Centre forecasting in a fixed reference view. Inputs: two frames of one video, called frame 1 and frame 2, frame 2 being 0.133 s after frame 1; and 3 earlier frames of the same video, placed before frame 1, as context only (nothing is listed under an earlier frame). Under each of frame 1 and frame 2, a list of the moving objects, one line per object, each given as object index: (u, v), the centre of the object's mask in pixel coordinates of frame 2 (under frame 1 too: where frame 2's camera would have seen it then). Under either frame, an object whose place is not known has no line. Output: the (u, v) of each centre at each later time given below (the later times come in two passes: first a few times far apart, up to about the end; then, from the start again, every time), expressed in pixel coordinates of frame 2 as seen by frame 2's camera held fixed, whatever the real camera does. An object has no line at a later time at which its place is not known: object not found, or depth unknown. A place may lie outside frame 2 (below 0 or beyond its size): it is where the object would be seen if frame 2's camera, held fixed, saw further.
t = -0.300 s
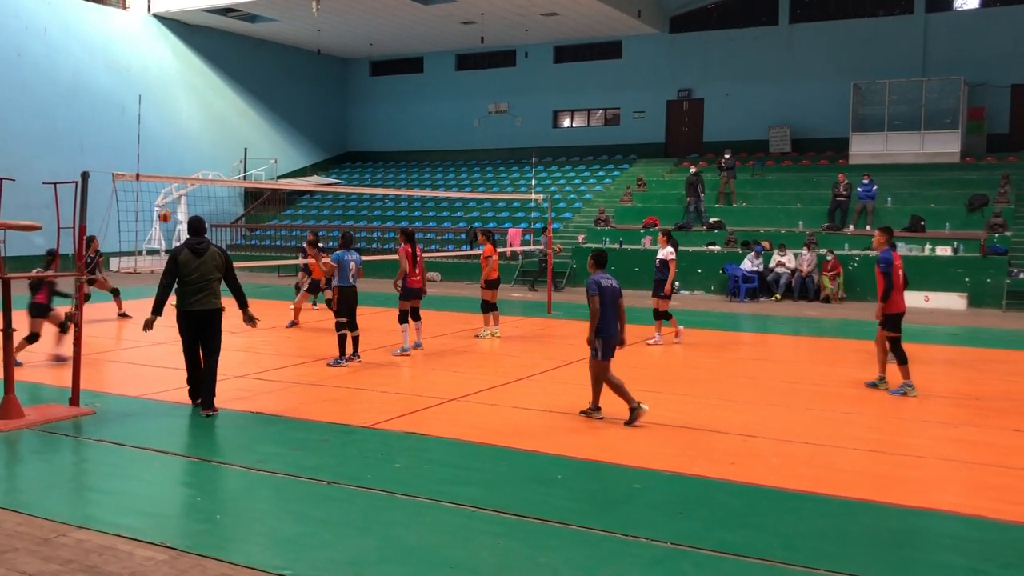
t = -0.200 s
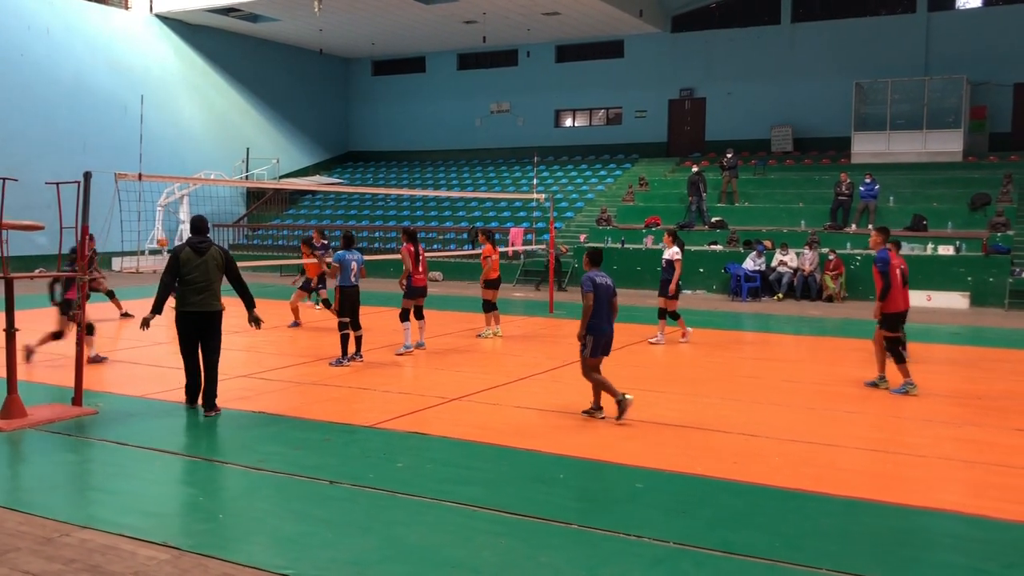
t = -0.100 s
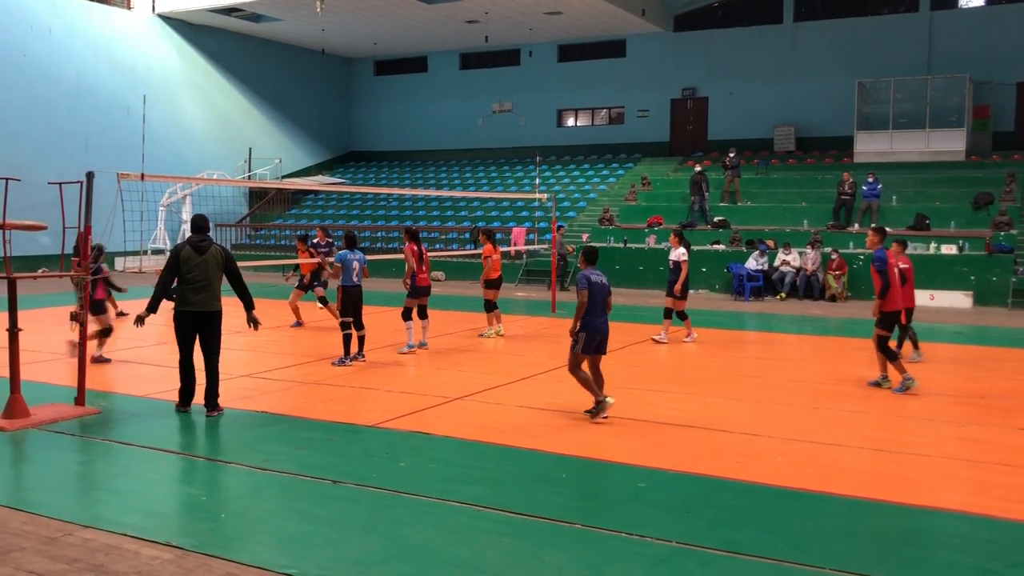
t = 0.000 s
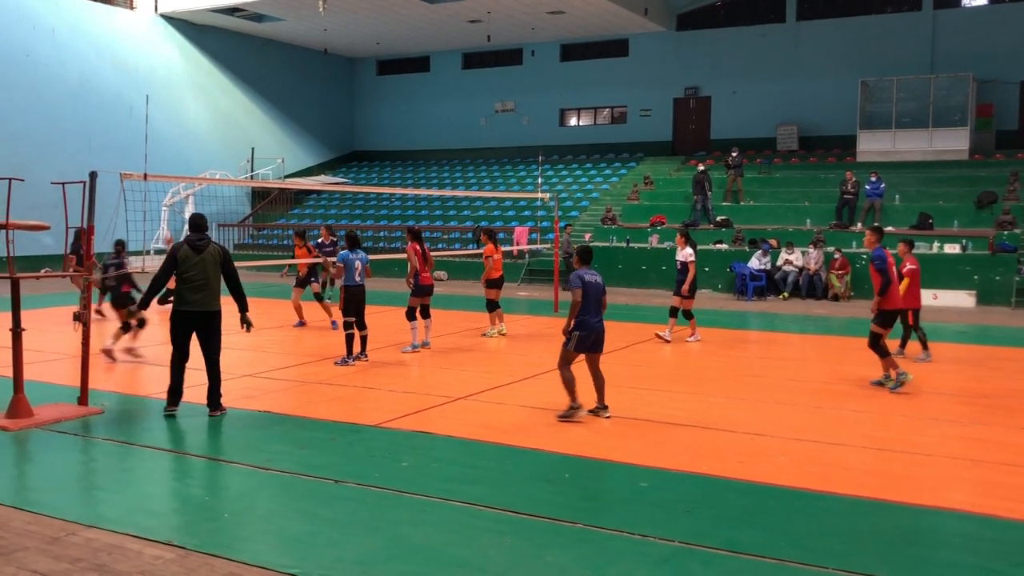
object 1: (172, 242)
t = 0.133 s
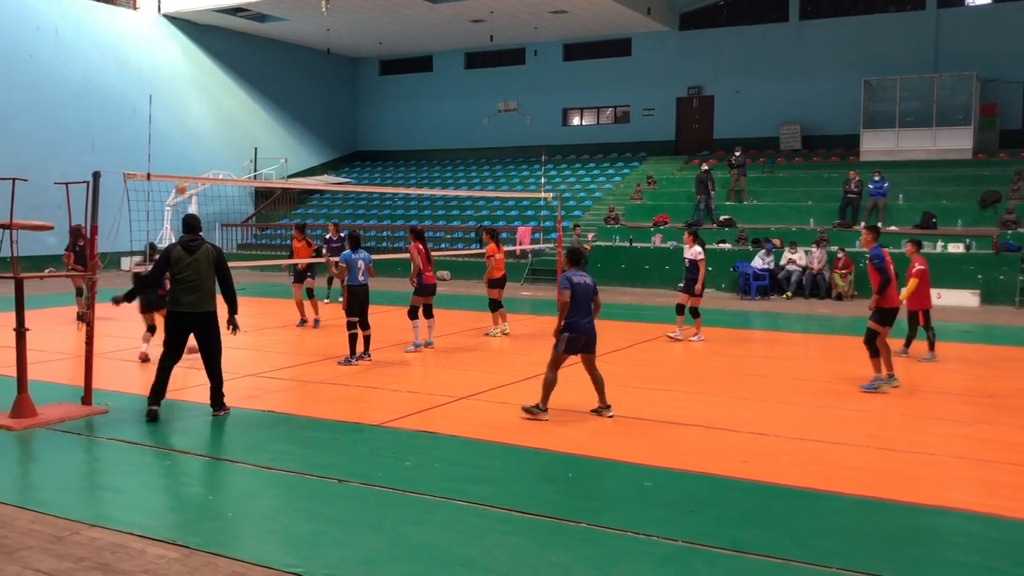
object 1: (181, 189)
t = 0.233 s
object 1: (188, 155)
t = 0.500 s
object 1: (209, 87)
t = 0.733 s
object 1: (230, 56)
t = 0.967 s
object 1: (253, 57)
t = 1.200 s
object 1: (277, 91)
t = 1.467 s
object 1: (306, 173)
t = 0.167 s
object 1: (184, 174)
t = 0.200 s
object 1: (185, 165)
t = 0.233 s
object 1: (188, 155)
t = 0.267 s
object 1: (190, 144)
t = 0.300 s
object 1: (193, 134)
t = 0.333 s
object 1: (195, 125)
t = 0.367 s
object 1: (198, 117)
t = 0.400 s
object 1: (201, 108)
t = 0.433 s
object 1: (204, 101)
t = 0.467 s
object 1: (206, 94)
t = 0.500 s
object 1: (209, 87)
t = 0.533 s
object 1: (212, 81)
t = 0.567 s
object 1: (215, 75)
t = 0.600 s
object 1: (218, 70)
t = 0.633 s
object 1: (221, 66)
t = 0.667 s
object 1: (224, 62)
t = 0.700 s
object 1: (226, 59)
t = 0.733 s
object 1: (230, 56)
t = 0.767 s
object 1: (233, 55)
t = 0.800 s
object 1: (236, 53)
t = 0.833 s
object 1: (239, 53)
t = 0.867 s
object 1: (243, 53)
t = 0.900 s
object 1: (246, 54)
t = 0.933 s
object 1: (249, 55)
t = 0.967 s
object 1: (253, 57)
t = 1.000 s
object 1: (256, 60)
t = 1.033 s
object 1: (260, 63)
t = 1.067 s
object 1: (263, 67)
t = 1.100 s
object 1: (266, 73)
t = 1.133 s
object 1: (270, 78)
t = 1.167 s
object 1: (274, 84)
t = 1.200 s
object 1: (277, 91)
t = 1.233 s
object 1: (281, 98)
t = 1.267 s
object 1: (285, 107)
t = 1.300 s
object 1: (288, 116)
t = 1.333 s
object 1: (291, 126)
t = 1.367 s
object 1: (295, 136)
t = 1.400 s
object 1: (298, 147)
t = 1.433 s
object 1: (302, 159)
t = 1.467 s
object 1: (306, 173)
